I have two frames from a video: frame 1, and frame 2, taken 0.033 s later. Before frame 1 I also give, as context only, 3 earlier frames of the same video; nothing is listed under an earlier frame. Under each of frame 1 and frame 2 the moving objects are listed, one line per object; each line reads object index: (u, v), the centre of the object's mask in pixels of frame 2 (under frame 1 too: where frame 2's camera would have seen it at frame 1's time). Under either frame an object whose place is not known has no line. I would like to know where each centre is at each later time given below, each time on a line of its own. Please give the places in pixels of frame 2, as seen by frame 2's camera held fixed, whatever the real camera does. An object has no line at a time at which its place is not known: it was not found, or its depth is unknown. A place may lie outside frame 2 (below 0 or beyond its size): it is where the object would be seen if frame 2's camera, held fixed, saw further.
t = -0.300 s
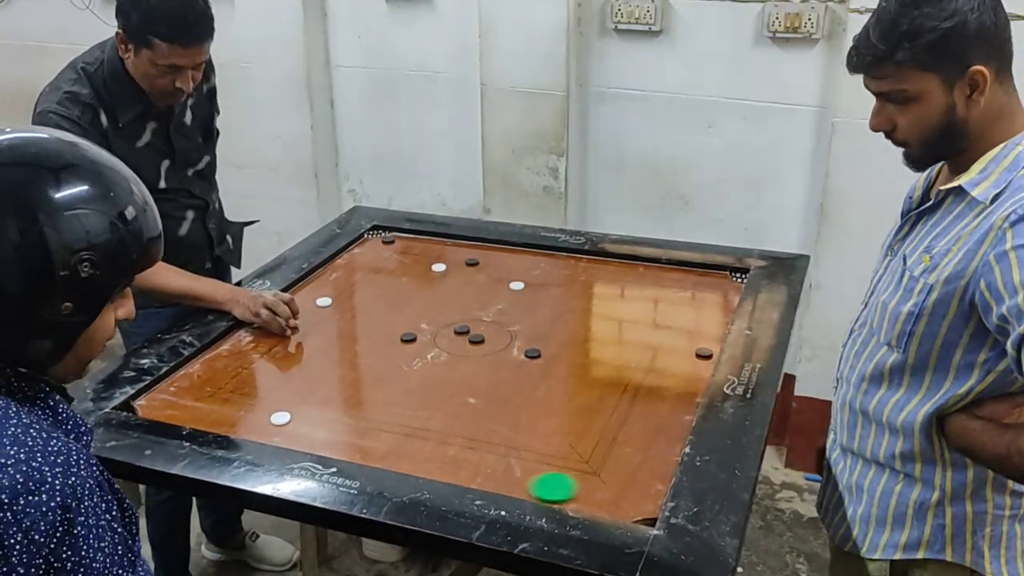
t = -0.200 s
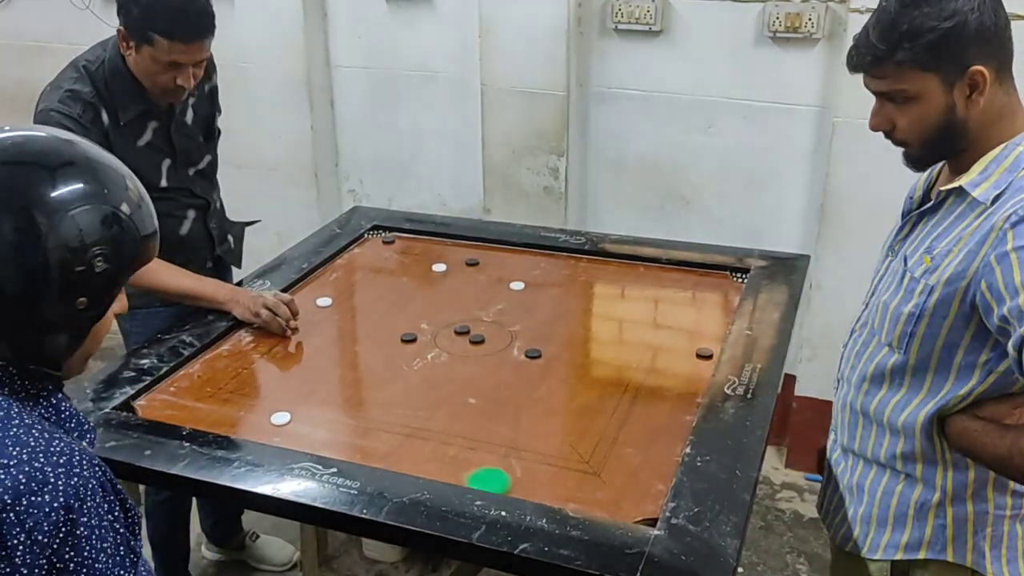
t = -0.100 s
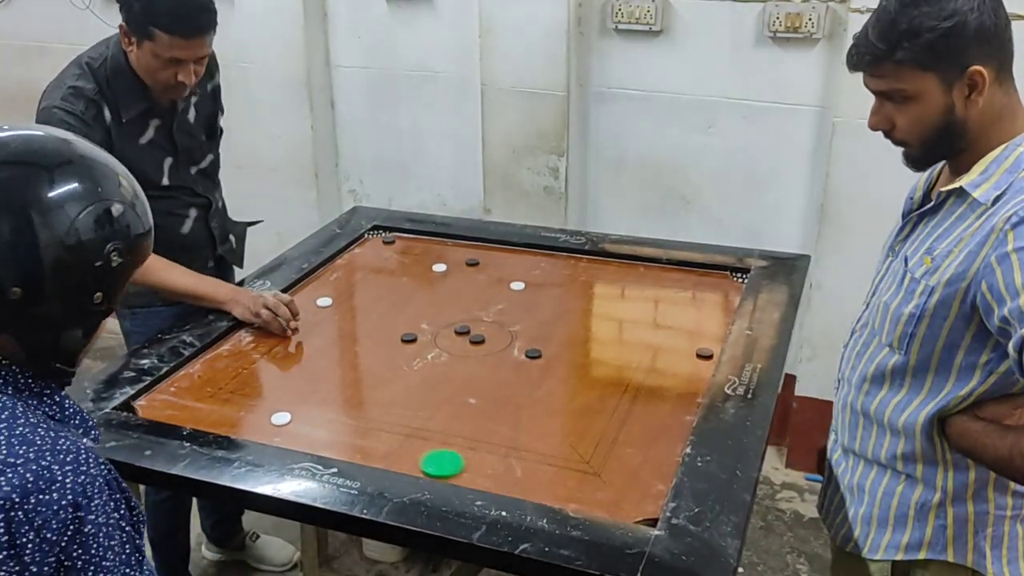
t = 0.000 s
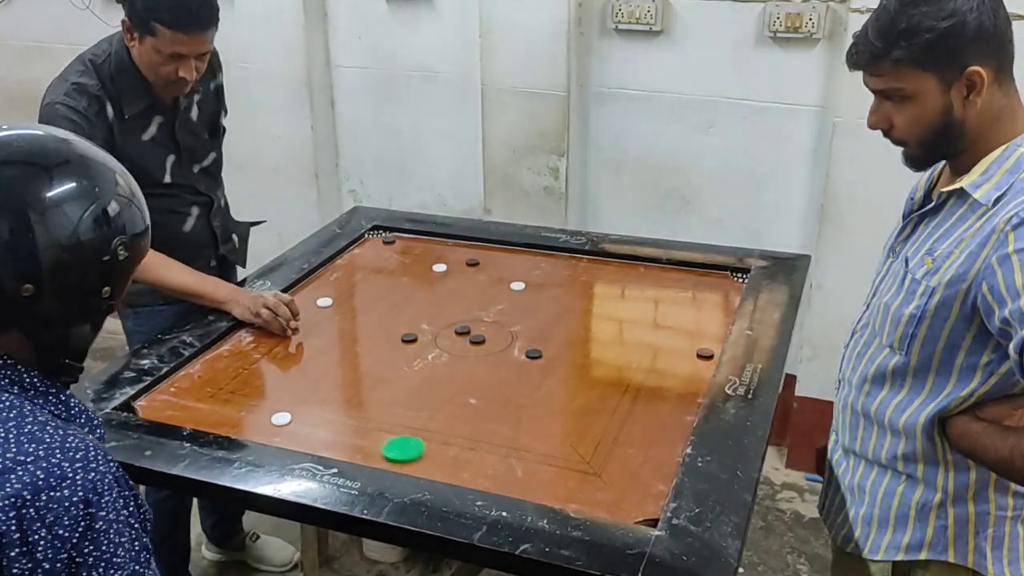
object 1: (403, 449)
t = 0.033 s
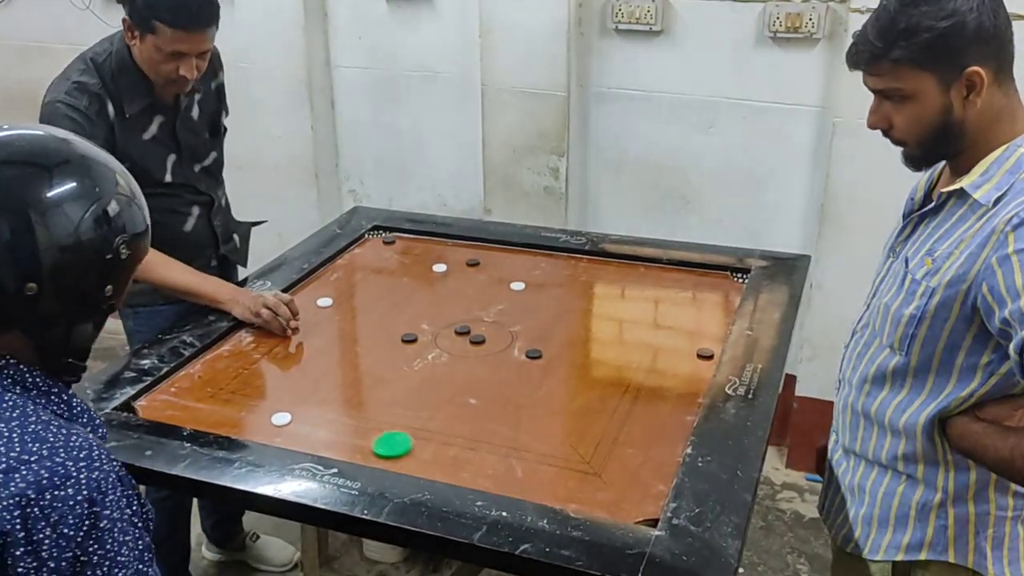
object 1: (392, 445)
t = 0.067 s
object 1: (381, 440)
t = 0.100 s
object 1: (371, 436)
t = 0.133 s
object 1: (361, 433)
